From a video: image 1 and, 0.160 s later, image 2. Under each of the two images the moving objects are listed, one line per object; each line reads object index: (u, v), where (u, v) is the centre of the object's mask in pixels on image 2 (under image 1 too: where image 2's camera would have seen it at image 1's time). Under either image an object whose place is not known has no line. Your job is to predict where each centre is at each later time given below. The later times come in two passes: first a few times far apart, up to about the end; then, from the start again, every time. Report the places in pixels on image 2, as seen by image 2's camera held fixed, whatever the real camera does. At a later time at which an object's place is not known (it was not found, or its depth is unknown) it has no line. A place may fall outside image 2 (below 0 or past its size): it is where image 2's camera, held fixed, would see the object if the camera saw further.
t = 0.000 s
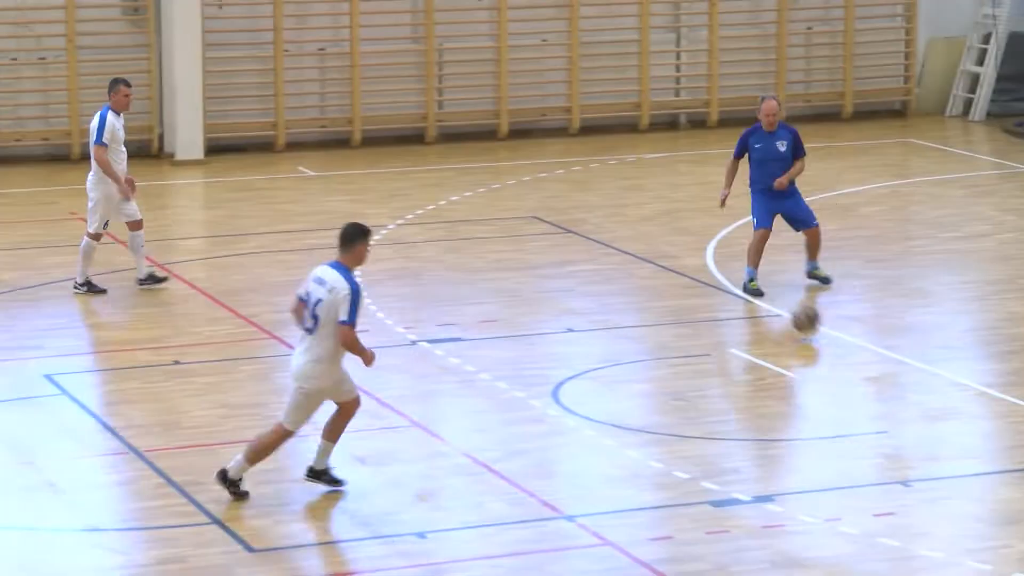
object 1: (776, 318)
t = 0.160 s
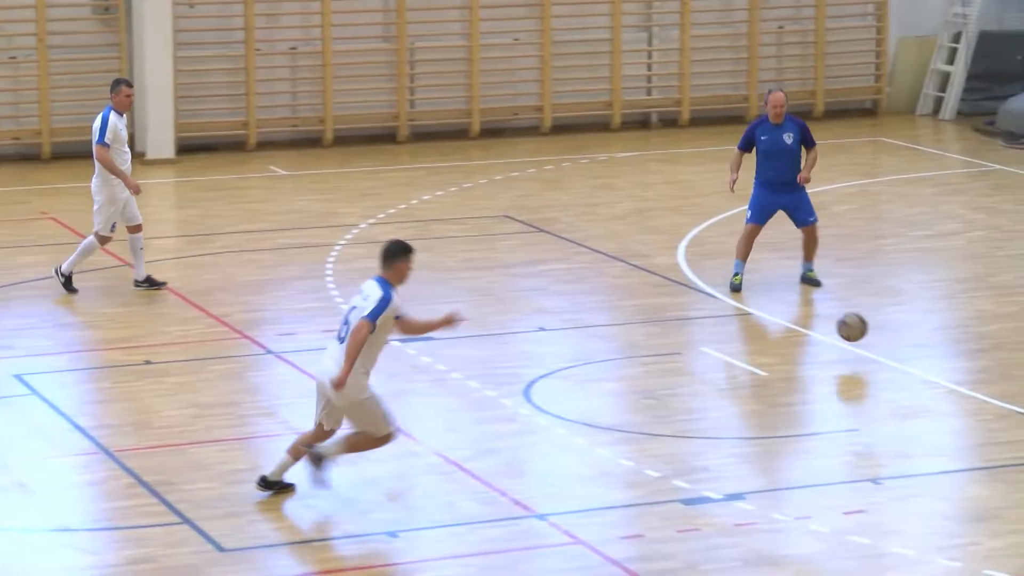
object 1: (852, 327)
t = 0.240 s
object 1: (891, 336)
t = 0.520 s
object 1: (1046, 380)
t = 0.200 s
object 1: (871, 330)
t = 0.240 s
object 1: (891, 336)
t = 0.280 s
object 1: (912, 344)
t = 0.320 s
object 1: (933, 354)
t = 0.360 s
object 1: (954, 368)
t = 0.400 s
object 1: (976, 378)
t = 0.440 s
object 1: (999, 376)
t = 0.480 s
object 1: (1022, 377)
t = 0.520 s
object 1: (1046, 380)
